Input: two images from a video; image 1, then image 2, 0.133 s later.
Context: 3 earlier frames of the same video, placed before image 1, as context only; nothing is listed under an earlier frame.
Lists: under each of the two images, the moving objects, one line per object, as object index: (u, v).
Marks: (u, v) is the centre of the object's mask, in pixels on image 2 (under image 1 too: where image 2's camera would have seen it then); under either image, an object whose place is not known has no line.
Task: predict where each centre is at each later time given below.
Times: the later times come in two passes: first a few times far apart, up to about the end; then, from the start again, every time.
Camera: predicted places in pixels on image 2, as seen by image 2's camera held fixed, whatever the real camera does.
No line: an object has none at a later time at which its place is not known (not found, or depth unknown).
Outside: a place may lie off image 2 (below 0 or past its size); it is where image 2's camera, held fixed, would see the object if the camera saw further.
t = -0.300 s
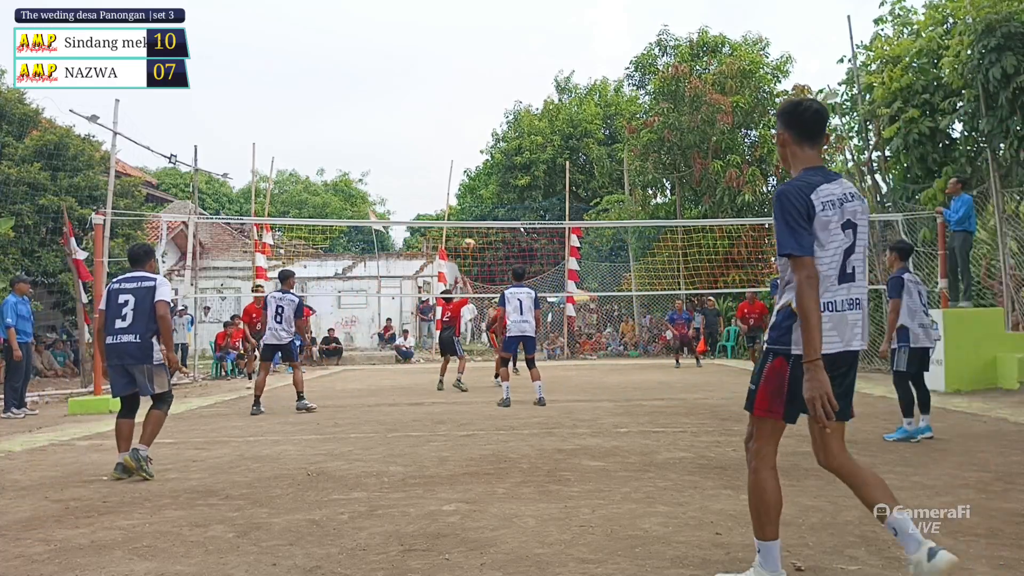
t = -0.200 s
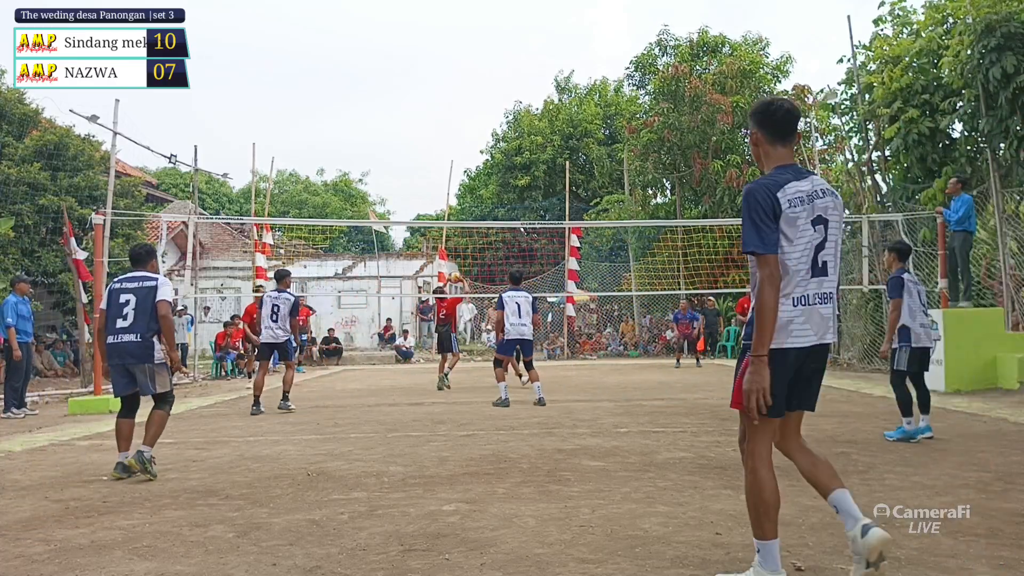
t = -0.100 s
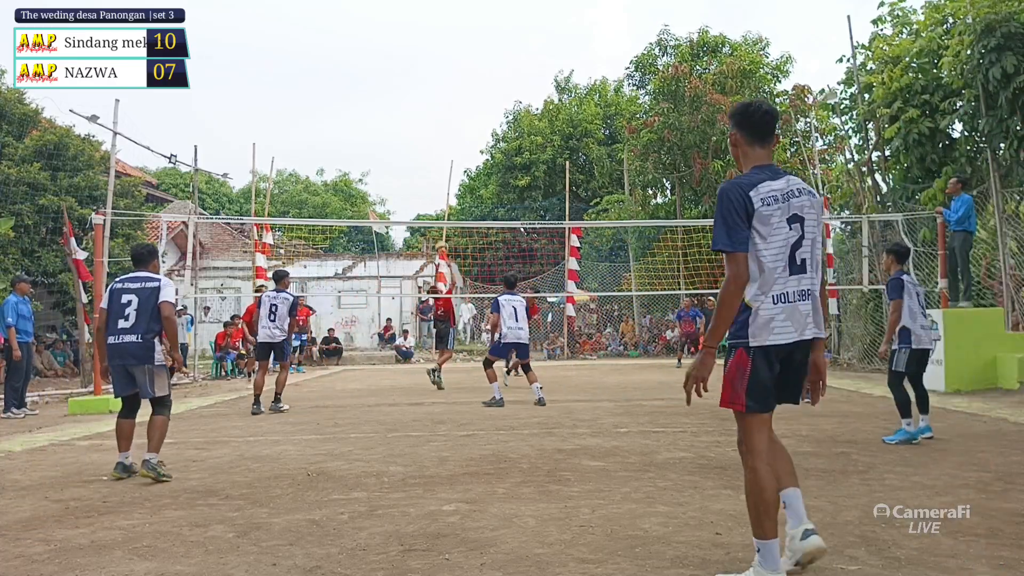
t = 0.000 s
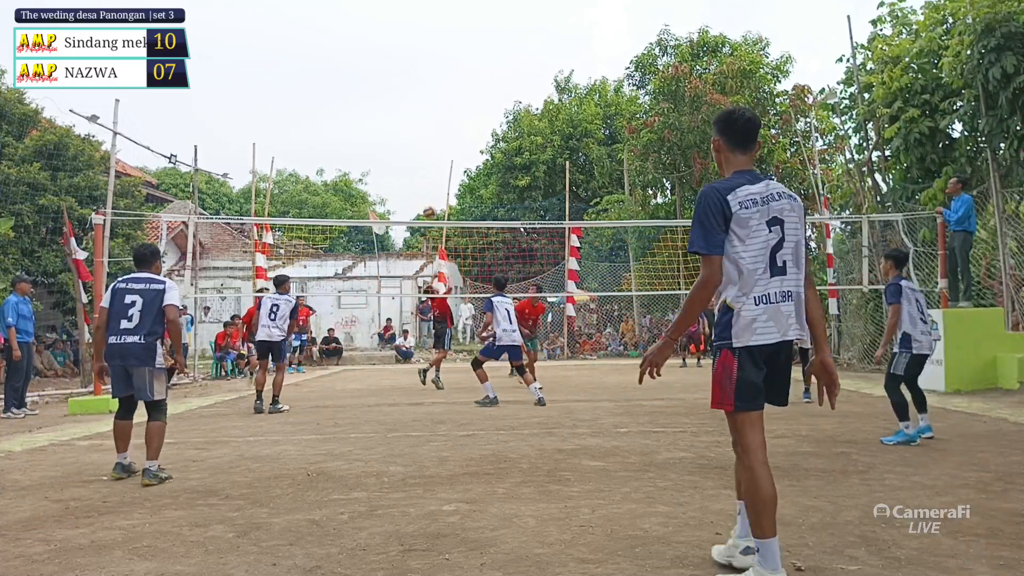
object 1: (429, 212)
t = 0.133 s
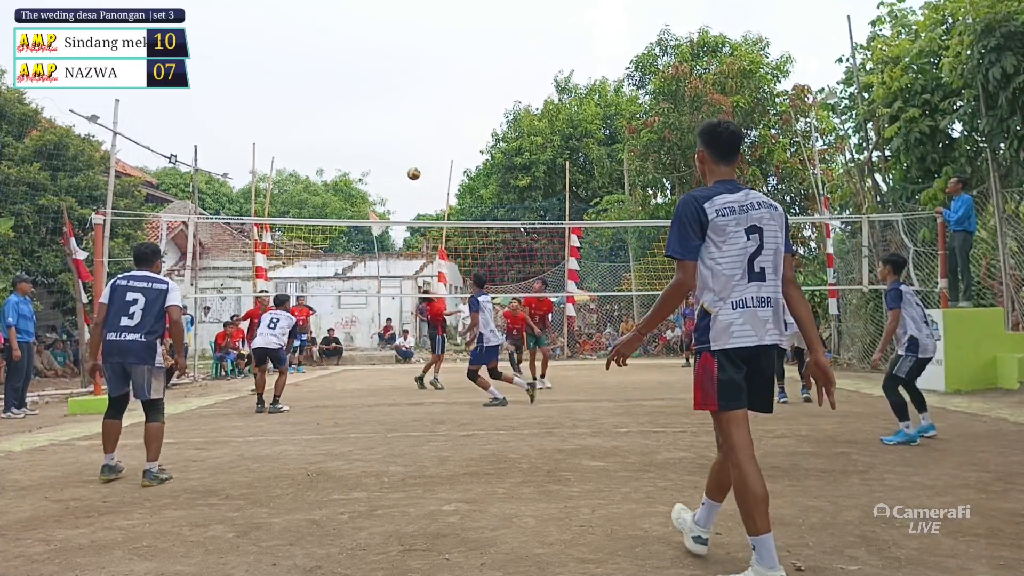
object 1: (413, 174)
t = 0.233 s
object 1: (402, 152)
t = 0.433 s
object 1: (380, 128)
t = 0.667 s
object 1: (354, 135)
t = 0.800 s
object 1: (340, 155)
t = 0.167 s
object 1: (410, 166)
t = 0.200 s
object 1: (406, 159)
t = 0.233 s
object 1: (402, 152)
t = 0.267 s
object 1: (398, 146)
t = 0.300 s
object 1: (394, 141)
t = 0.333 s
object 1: (391, 137)
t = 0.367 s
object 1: (387, 134)
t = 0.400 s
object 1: (383, 131)
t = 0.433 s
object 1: (380, 128)
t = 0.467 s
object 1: (376, 127)
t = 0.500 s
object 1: (372, 126)
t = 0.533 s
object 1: (369, 126)
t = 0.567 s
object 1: (365, 127)
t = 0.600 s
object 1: (361, 129)
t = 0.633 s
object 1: (358, 131)
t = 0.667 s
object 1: (354, 135)
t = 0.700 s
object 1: (350, 138)
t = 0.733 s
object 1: (347, 143)
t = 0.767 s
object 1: (343, 149)
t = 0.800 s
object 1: (340, 155)
